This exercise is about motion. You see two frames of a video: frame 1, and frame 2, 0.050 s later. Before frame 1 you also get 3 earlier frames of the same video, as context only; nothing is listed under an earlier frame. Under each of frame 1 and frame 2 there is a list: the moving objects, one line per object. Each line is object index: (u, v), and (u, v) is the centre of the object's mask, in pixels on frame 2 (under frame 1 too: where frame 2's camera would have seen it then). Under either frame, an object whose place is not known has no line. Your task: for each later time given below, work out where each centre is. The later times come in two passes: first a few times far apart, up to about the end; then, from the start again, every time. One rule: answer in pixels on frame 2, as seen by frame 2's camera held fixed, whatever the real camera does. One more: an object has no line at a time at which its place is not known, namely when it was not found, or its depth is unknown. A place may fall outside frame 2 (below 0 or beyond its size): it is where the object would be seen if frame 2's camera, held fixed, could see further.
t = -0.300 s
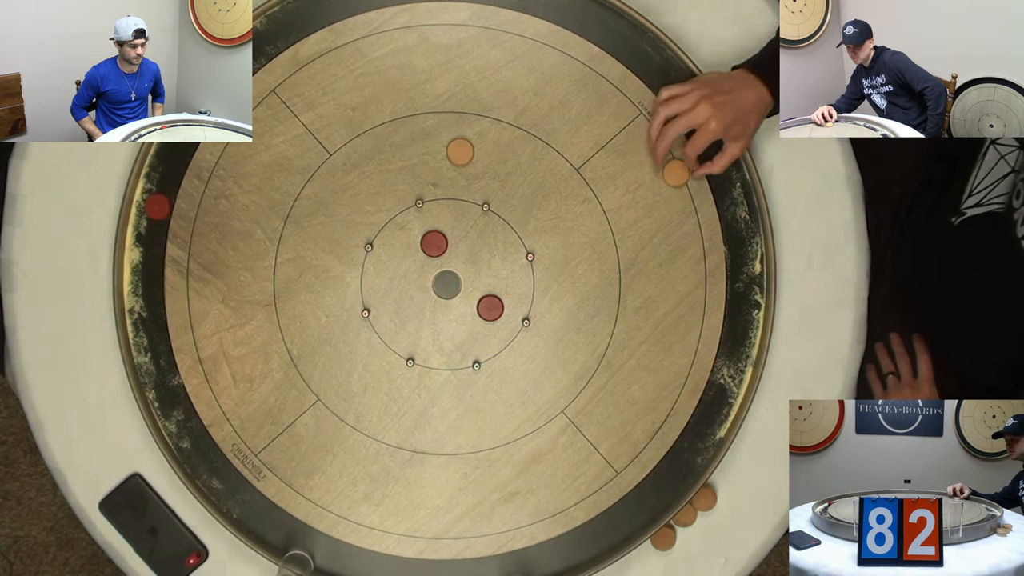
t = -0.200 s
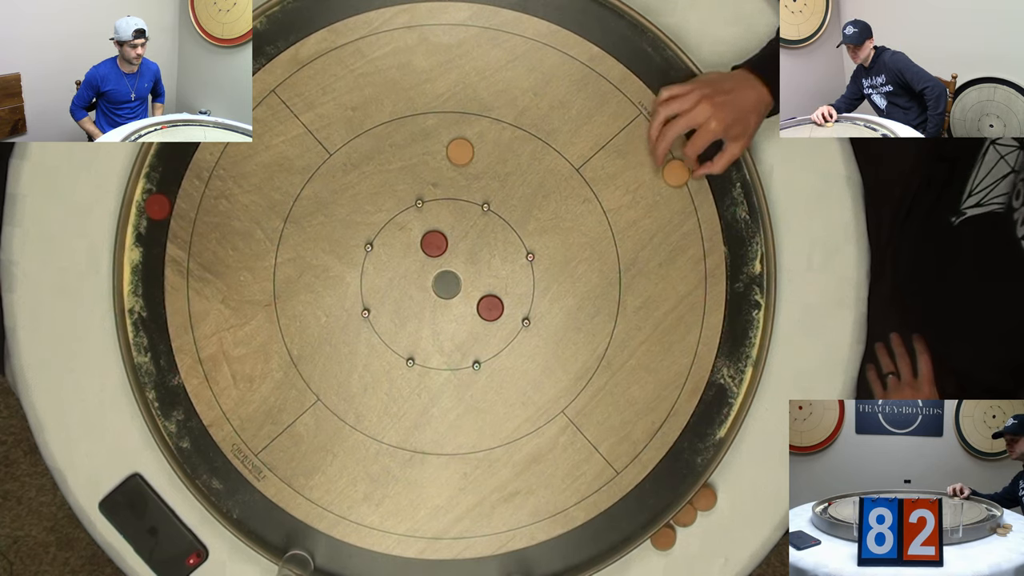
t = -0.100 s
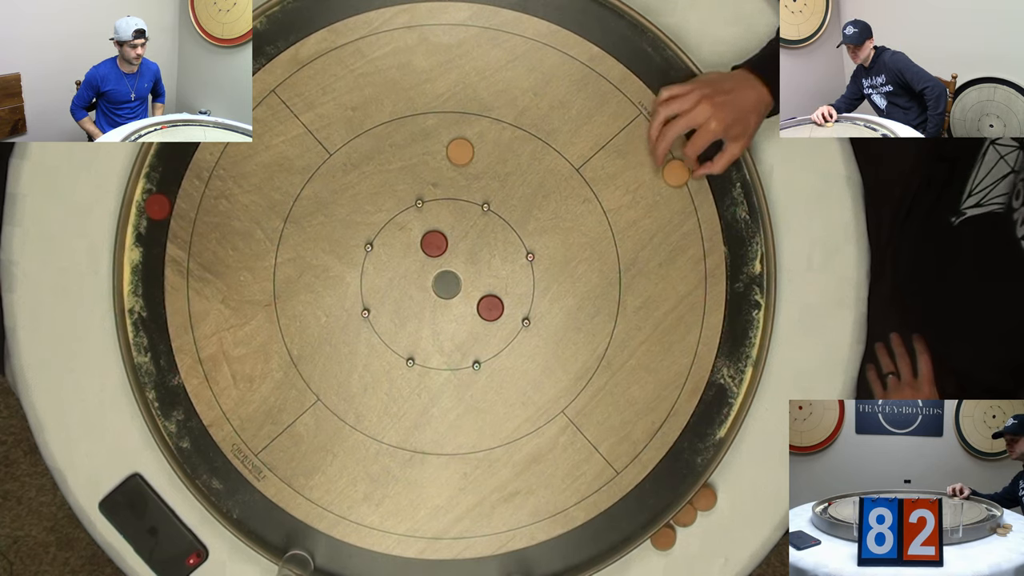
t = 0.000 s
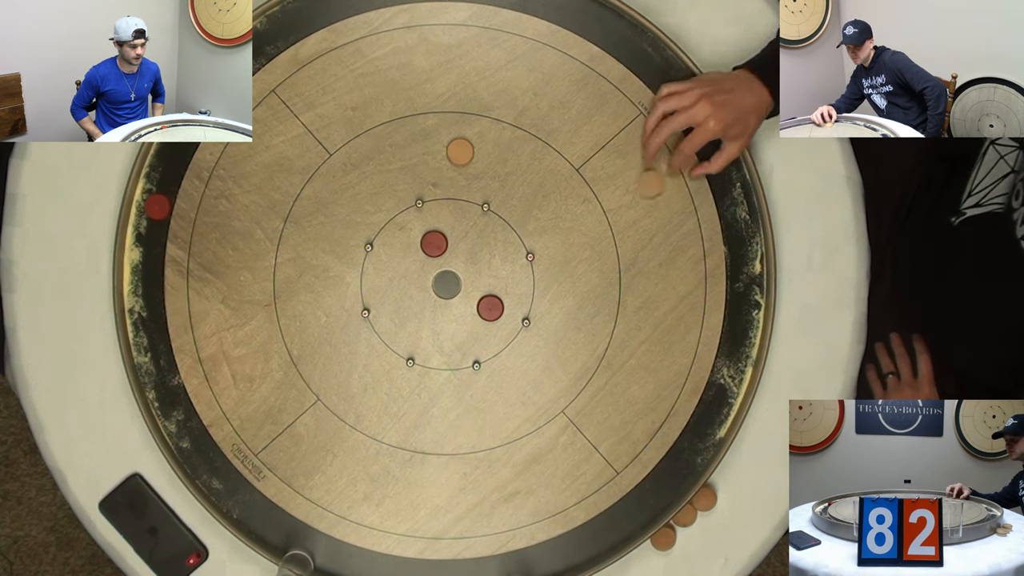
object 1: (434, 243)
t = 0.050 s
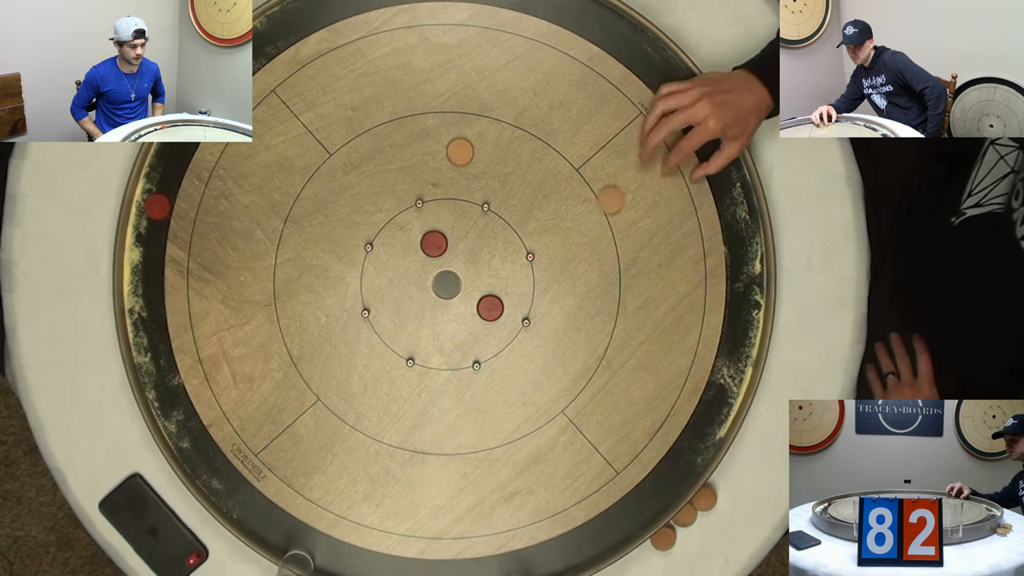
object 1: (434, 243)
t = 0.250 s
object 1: (434, 243)
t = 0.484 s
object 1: (413, 224)
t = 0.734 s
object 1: (411, 223)
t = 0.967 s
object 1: (410, 223)
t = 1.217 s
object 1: (411, 223)
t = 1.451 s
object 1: (410, 223)
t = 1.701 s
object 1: (410, 223)
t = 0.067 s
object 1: (433, 243)
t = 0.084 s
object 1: (434, 243)
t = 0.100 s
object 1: (433, 243)
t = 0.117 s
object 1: (434, 243)
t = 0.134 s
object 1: (434, 243)
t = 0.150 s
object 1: (434, 243)
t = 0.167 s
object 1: (434, 243)
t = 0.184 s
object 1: (434, 243)
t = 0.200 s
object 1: (434, 243)
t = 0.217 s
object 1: (434, 243)
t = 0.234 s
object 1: (434, 243)
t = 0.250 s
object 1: (434, 243)
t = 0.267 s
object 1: (434, 243)
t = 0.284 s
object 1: (432, 241)
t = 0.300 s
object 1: (429, 239)
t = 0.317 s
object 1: (427, 237)
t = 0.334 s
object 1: (425, 235)
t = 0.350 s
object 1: (423, 234)
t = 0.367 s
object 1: (421, 232)
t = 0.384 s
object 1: (419, 230)
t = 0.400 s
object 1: (418, 229)
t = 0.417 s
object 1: (417, 228)
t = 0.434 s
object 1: (415, 227)
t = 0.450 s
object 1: (414, 226)
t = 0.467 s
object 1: (413, 225)
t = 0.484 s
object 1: (413, 224)
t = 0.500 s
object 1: (412, 224)
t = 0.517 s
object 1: (411, 223)
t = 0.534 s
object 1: (411, 223)
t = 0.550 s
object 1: (411, 223)
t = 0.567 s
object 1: (411, 223)
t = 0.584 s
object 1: (411, 223)
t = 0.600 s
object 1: (411, 223)
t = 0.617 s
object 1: (411, 223)
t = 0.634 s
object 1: (411, 223)
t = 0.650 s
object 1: (411, 223)
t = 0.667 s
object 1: (411, 223)
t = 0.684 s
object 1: (411, 223)
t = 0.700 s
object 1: (411, 223)
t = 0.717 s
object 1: (411, 223)
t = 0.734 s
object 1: (411, 223)
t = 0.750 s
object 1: (411, 223)
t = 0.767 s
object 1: (411, 223)
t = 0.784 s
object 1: (411, 223)
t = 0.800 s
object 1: (411, 223)
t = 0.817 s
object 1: (411, 223)
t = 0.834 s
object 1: (410, 223)
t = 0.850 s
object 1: (411, 223)
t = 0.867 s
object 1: (411, 223)
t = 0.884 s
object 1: (411, 223)
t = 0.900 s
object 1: (411, 223)
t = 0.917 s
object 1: (410, 223)
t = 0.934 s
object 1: (410, 223)
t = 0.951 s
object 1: (410, 223)
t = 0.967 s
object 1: (410, 223)
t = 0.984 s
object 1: (411, 223)
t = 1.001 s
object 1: (411, 223)
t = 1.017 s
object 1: (410, 223)
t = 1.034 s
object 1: (411, 223)
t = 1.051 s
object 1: (411, 223)
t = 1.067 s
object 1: (411, 223)
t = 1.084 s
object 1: (411, 223)
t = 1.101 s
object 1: (411, 223)
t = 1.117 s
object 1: (411, 223)
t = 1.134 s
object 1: (411, 223)
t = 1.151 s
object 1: (410, 223)
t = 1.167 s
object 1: (411, 223)
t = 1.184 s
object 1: (411, 223)
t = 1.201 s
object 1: (411, 223)
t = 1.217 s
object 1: (411, 223)
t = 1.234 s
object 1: (410, 223)
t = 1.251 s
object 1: (410, 223)
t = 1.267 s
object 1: (411, 223)
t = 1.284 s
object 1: (410, 223)
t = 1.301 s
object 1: (411, 223)
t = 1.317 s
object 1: (410, 223)
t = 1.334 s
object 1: (411, 223)
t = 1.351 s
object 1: (410, 223)
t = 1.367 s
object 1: (410, 223)
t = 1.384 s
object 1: (410, 223)
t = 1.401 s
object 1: (411, 223)
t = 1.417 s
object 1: (411, 223)
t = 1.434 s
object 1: (411, 223)
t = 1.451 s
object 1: (410, 223)
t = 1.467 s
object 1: (410, 223)
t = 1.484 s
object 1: (411, 223)
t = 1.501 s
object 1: (411, 223)
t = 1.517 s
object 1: (410, 223)
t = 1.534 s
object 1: (410, 223)
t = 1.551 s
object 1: (411, 223)
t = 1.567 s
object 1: (410, 223)
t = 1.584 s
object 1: (410, 223)
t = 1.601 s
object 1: (410, 223)
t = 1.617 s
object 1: (411, 223)
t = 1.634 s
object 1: (410, 223)
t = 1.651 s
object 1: (410, 223)
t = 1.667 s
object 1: (411, 223)
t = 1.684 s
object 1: (411, 223)
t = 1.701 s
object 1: (410, 223)
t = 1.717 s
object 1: (410, 223)
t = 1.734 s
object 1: (411, 223)
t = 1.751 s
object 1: (411, 223)
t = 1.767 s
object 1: (410, 223)
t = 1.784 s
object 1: (411, 223)
